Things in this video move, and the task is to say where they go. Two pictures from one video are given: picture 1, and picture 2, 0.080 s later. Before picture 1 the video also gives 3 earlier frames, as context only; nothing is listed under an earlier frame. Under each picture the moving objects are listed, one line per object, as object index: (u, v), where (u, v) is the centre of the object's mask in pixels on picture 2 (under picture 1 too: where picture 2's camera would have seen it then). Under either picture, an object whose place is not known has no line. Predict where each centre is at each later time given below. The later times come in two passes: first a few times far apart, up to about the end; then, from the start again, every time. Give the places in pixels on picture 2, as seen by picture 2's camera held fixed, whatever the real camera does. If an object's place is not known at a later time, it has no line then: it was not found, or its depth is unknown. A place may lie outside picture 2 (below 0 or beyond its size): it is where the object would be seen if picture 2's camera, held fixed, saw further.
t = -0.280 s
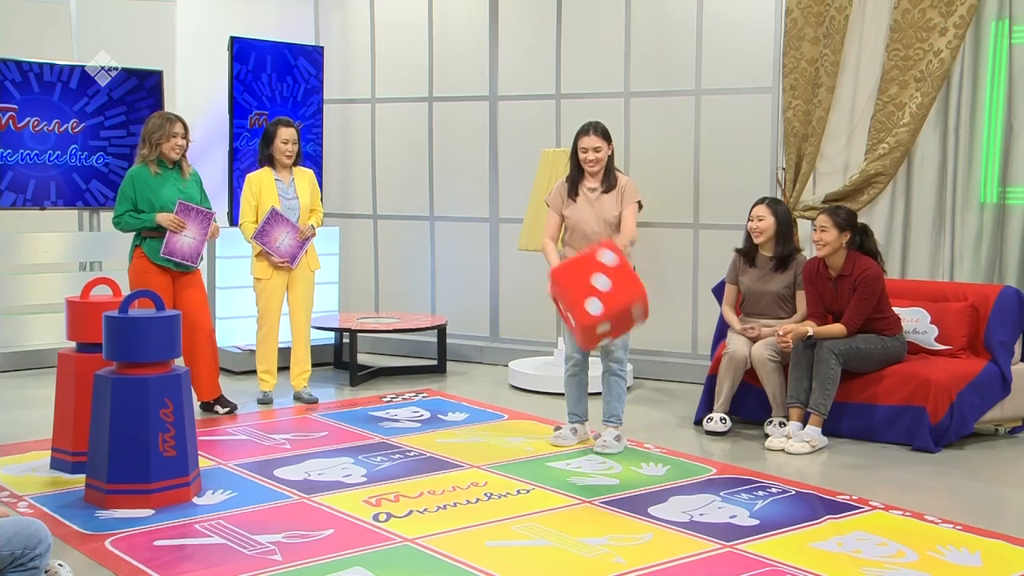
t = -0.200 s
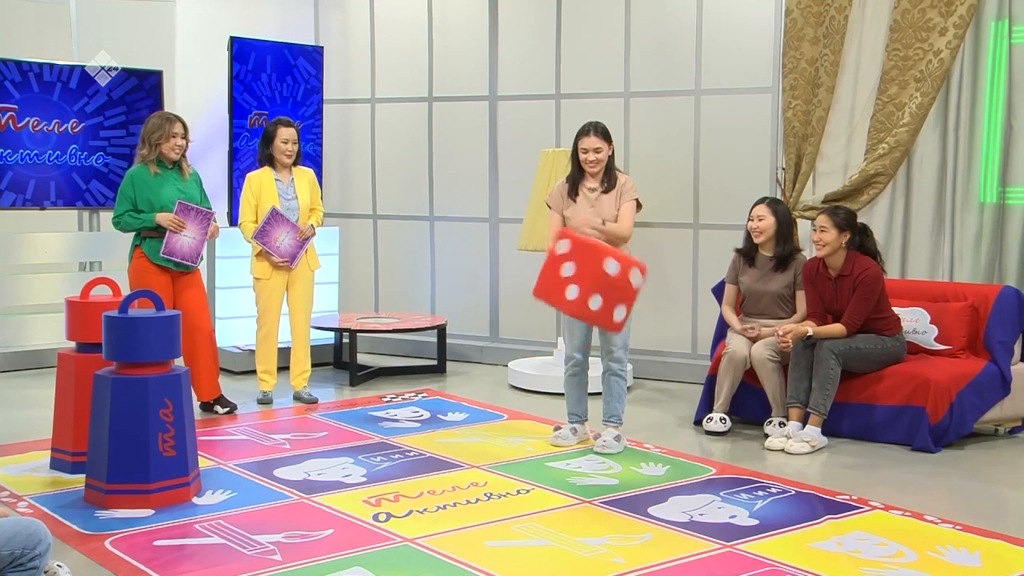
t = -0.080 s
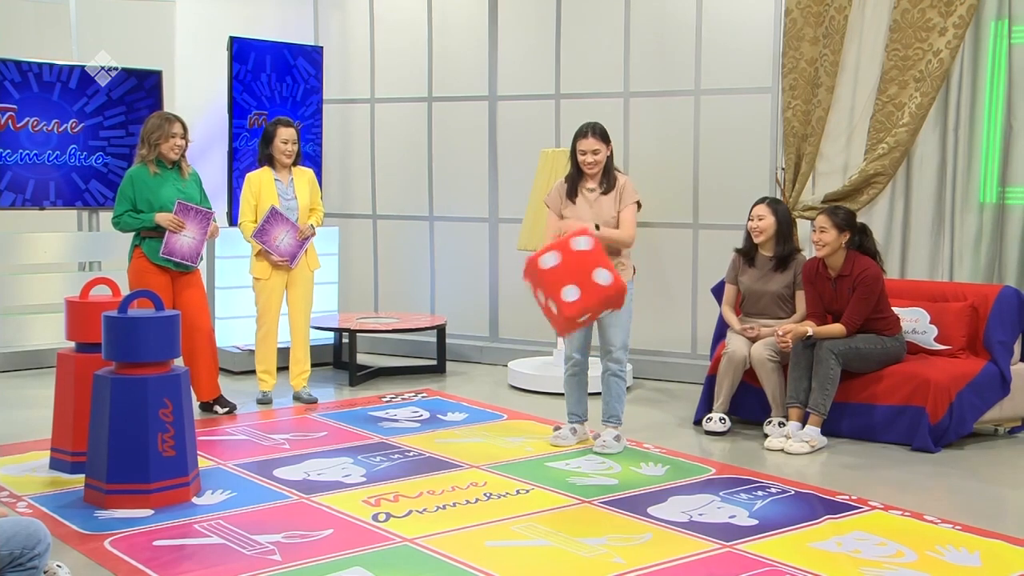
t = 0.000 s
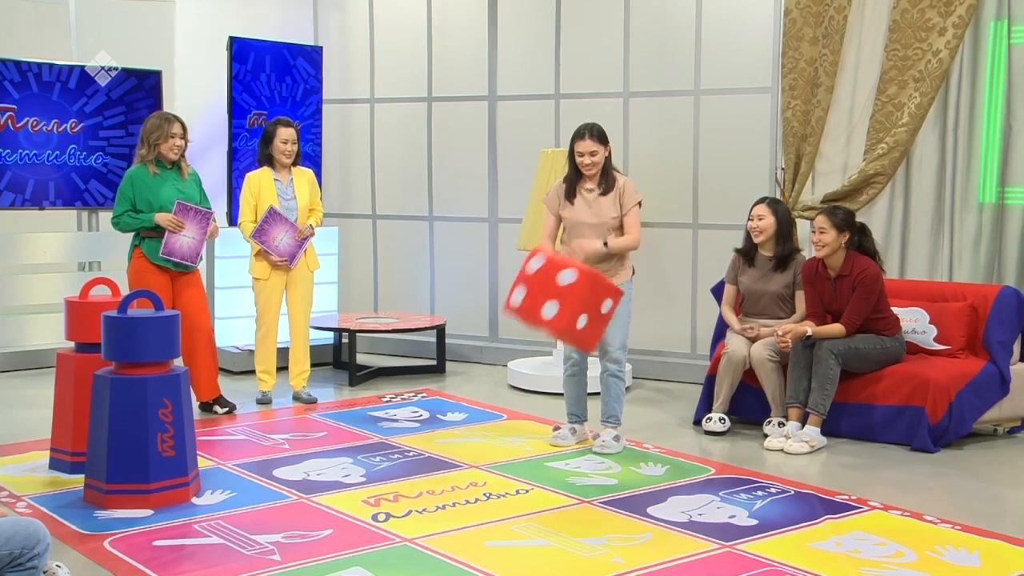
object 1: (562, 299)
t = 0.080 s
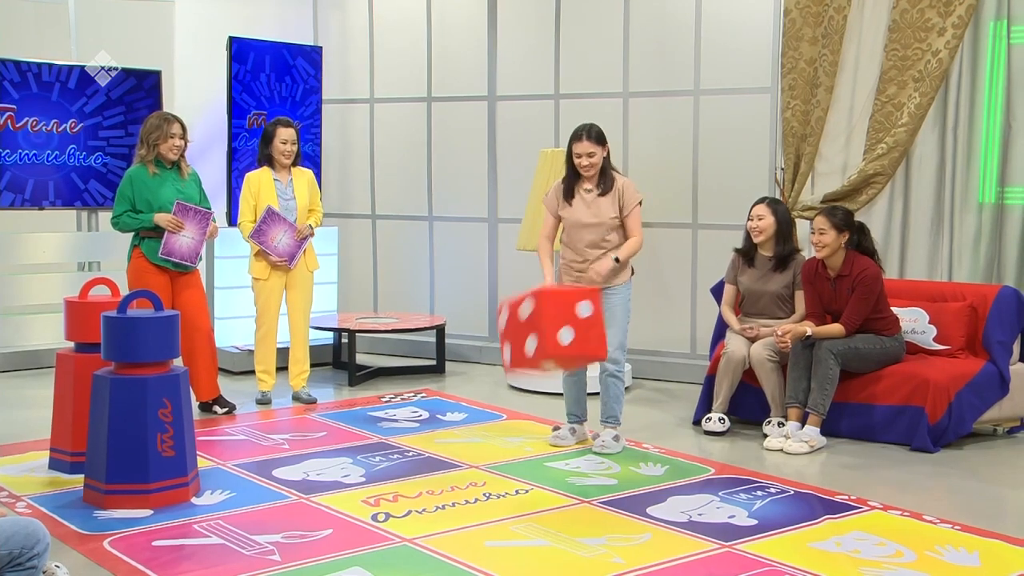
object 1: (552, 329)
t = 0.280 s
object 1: (519, 447)
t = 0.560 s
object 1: (426, 440)
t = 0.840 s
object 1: (383, 440)
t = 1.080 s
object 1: (383, 437)
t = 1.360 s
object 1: (414, 449)
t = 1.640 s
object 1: (427, 446)
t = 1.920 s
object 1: (417, 449)
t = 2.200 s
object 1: (418, 450)
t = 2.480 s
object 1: (419, 450)
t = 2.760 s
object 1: (419, 450)
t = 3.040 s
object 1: (419, 450)
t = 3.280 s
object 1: (419, 450)
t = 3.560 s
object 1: (419, 450)
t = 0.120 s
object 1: (547, 349)
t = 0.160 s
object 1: (541, 373)
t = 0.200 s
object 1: (536, 401)
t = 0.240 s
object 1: (531, 433)
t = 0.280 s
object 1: (519, 447)
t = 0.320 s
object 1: (508, 434)
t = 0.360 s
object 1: (494, 426)
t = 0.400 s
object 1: (481, 422)
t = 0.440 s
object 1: (468, 421)
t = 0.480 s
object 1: (455, 423)
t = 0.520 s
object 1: (441, 429)
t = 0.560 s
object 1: (426, 440)
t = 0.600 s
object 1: (413, 451)
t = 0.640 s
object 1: (406, 446)
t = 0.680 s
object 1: (401, 439)
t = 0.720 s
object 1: (396, 436)
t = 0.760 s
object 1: (392, 436)
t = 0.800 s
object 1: (387, 438)
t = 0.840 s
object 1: (383, 440)
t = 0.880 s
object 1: (381, 438)
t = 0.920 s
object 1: (381, 436)
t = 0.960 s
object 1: (380, 436)
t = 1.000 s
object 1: (381, 437)
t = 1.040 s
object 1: (381, 437)
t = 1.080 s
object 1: (383, 437)
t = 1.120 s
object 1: (385, 438)
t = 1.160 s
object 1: (388, 439)
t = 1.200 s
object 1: (392, 440)
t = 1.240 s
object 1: (396, 442)
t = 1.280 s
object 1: (401, 445)
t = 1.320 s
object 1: (407, 447)
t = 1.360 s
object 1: (414, 449)
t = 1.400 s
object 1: (418, 447)
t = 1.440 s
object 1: (422, 447)
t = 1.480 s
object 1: (425, 446)
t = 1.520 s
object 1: (427, 445)
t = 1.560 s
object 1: (428, 446)
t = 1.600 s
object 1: (428, 446)
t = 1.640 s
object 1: (427, 446)
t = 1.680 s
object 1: (425, 448)
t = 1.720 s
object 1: (423, 449)
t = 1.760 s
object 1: (420, 450)
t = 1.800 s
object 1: (417, 448)
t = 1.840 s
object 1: (416, 448)
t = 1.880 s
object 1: (416, 448)
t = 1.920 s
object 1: (417, 449)
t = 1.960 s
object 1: (419, 450)
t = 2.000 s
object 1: (420, 449)
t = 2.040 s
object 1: (420, 449)
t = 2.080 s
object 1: (420, 450)
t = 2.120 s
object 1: (419, 450)
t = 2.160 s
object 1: (418, 450)
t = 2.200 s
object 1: (418, 450)
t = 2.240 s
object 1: (419, 450)
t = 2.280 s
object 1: (419, 450)
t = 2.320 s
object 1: (419, 450)
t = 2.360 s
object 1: (419, 450)
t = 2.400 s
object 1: (419, 450)
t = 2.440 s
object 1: (419, 450)
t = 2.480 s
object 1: (419, 450)
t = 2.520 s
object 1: (419, 450)
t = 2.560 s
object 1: (419, 450)
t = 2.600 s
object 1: (419, 450)
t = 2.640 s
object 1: (419, 450)
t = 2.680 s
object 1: (419, 450)
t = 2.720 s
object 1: (419, 450)
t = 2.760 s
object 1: (419, 450)
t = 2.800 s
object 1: (419, 450)
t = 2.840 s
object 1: (419, 450)
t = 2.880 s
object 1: (419, 450)
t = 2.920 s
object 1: (419, 450)
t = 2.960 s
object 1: (419, 450)
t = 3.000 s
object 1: (419, 450)
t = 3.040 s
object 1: (419, 450)
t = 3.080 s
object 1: (419, 450)
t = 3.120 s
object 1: (419, 450)
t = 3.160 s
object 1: (419, 450)
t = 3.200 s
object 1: (419, 450)
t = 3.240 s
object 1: (419, 450)
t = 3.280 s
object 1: (419, 450)
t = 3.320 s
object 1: (419, 450)
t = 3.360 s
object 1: (419, 450)
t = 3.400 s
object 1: (419, 450)
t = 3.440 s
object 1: (419, 450)
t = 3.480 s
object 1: (419, 450)
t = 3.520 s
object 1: (419, 450)
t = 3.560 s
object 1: (419, 450)
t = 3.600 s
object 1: (419, 450)
